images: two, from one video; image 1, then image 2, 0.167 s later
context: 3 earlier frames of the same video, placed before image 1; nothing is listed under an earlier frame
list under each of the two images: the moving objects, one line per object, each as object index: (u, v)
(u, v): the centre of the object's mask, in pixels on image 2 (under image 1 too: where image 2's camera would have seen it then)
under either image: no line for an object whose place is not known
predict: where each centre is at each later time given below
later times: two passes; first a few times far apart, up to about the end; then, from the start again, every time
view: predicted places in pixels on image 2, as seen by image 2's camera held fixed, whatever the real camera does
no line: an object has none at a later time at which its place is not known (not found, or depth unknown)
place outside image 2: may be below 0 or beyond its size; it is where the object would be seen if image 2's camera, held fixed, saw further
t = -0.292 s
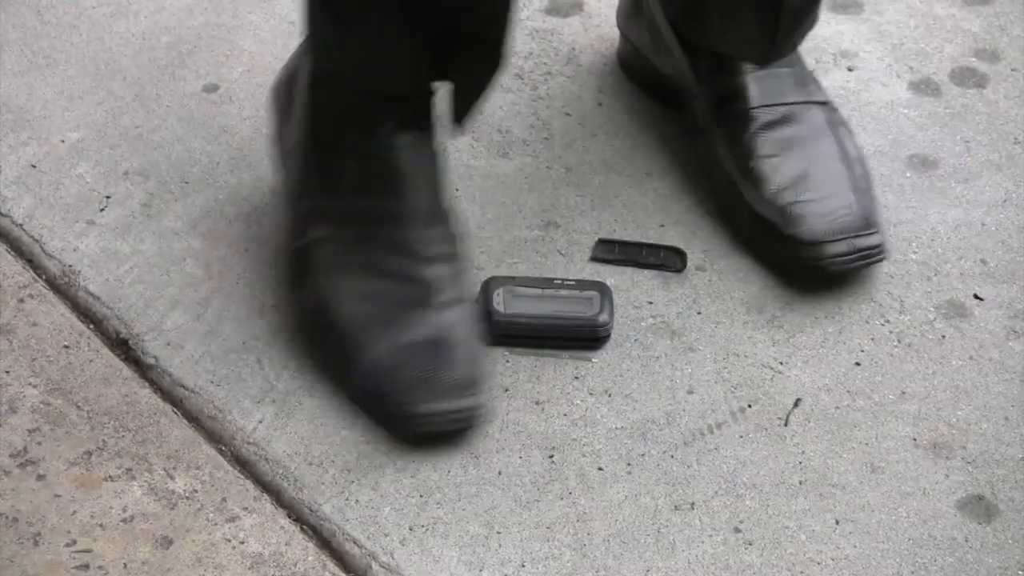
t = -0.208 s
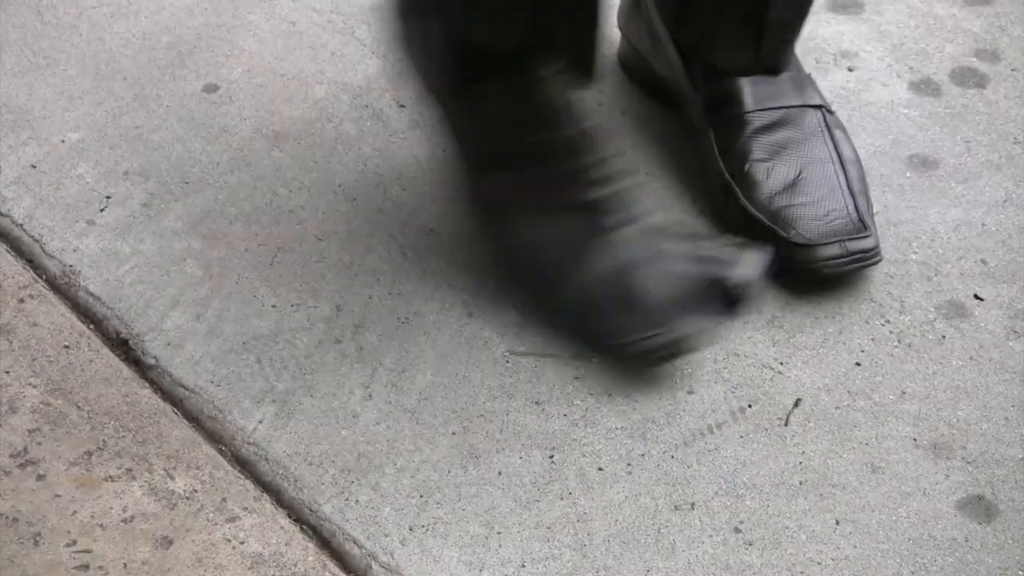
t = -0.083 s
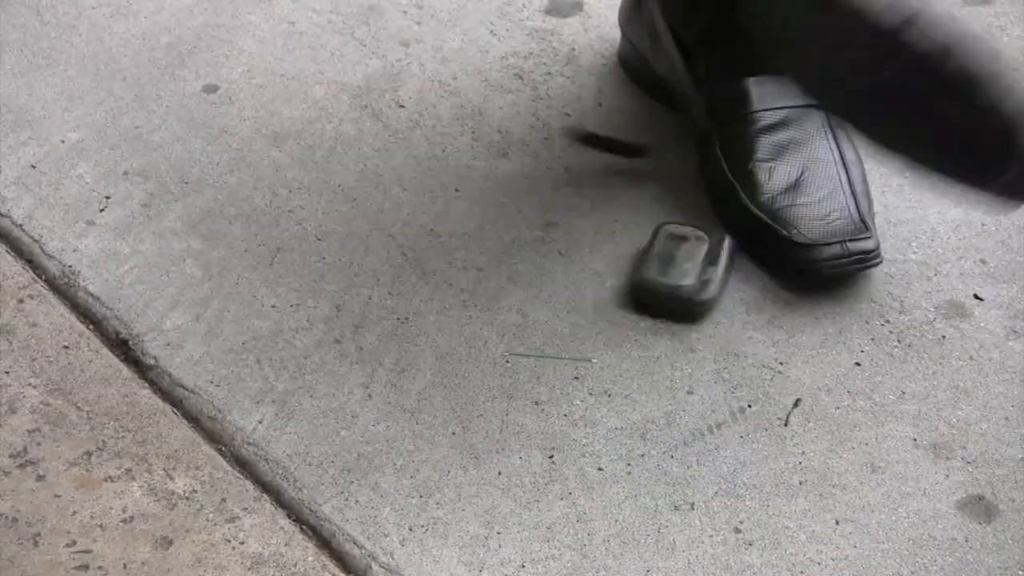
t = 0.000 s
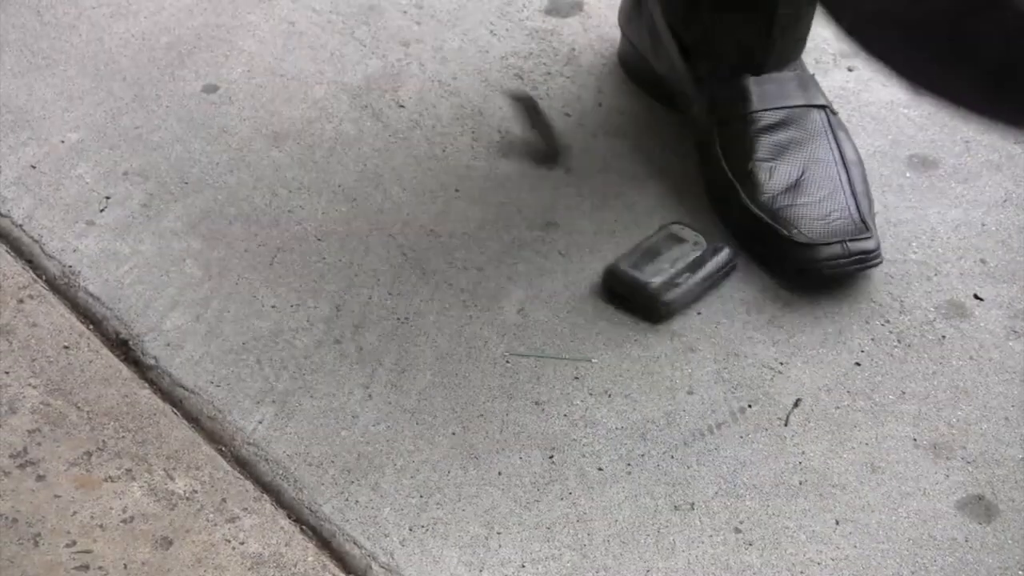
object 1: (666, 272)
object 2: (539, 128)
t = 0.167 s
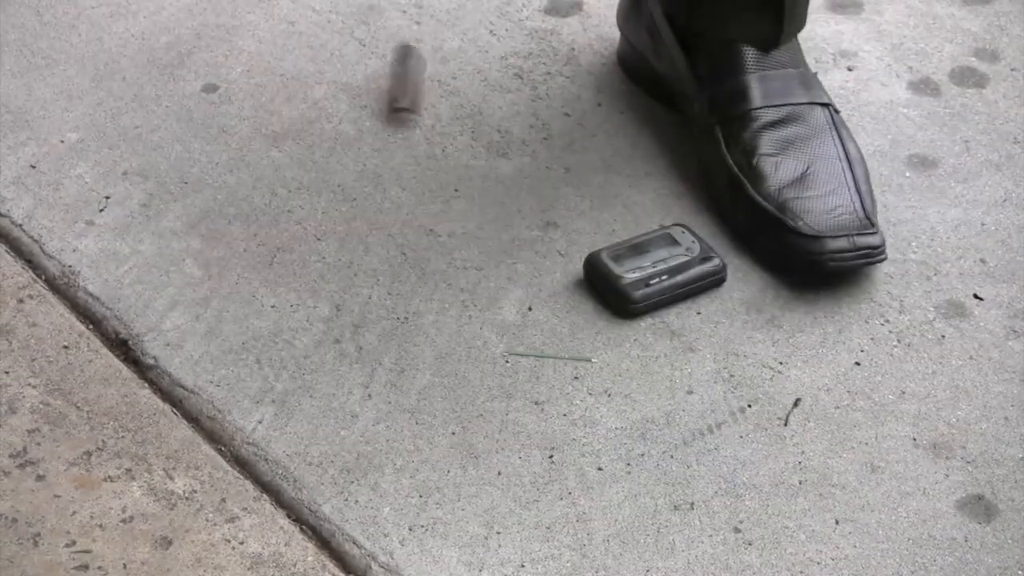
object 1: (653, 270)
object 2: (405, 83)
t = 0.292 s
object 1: (653, 271)
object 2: (325, 75)
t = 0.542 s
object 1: (653, 271)
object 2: (231, 39)
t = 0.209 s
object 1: (653, 271)
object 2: (358, 86)
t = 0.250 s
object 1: (653, 271)
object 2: (345, 66)
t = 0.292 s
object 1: (653, 271)
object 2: (325, 75)
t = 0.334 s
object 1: (653, 271)
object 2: (300, 61)
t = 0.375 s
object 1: (653, 271)
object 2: (283, 63)
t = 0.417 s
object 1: (653, 271)
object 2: (268, 68)
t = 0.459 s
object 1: (653, 271)
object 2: (247, 52)
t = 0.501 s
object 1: (653, 271)
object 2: (240, 45)
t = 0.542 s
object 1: (653, 271)
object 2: (231, 39)
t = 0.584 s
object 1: (653, 271)
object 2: (222, 38)
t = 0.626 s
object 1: (652, 271)
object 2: (201, 50)
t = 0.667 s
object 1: (653, 271)
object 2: (195, 53)
